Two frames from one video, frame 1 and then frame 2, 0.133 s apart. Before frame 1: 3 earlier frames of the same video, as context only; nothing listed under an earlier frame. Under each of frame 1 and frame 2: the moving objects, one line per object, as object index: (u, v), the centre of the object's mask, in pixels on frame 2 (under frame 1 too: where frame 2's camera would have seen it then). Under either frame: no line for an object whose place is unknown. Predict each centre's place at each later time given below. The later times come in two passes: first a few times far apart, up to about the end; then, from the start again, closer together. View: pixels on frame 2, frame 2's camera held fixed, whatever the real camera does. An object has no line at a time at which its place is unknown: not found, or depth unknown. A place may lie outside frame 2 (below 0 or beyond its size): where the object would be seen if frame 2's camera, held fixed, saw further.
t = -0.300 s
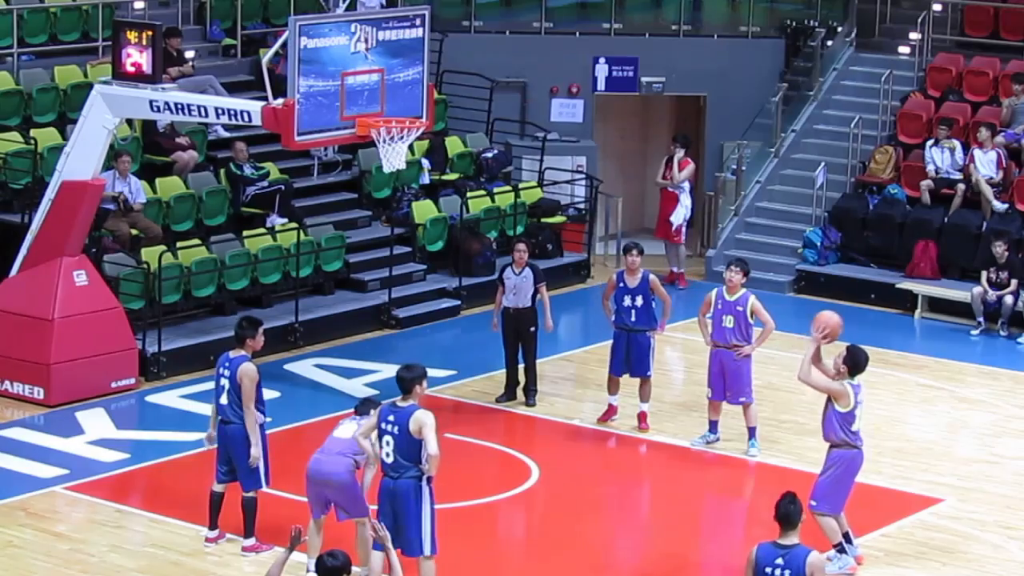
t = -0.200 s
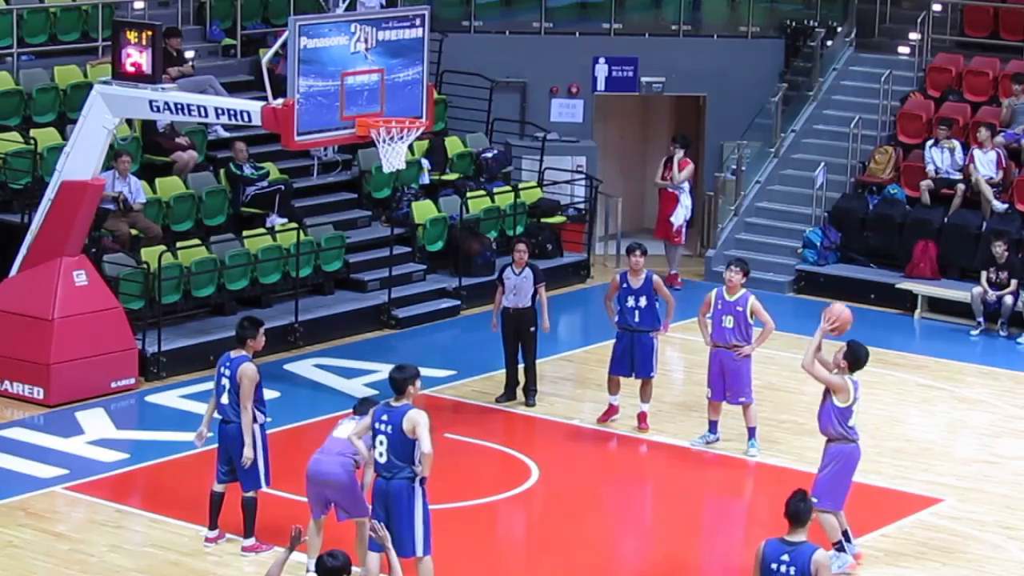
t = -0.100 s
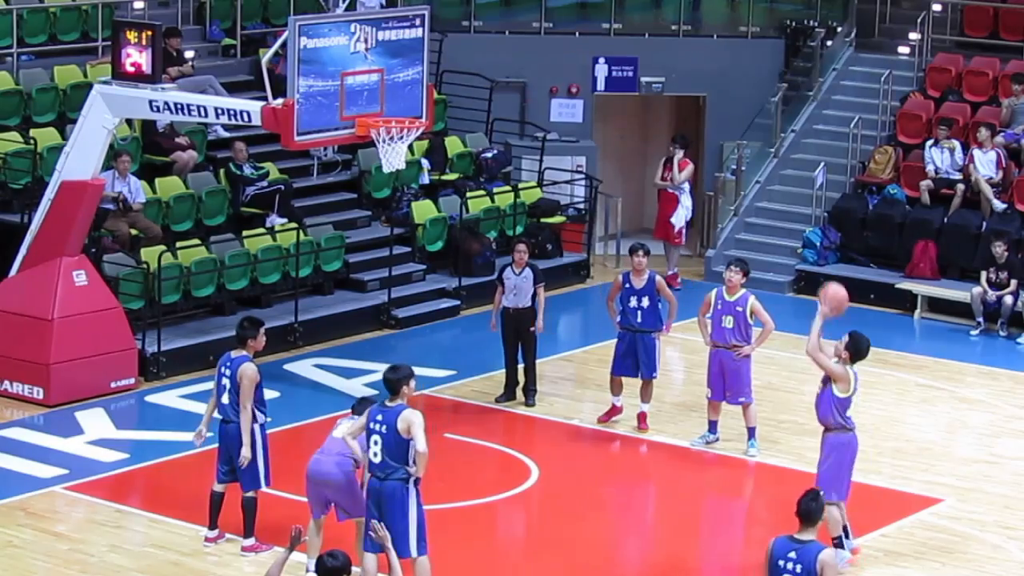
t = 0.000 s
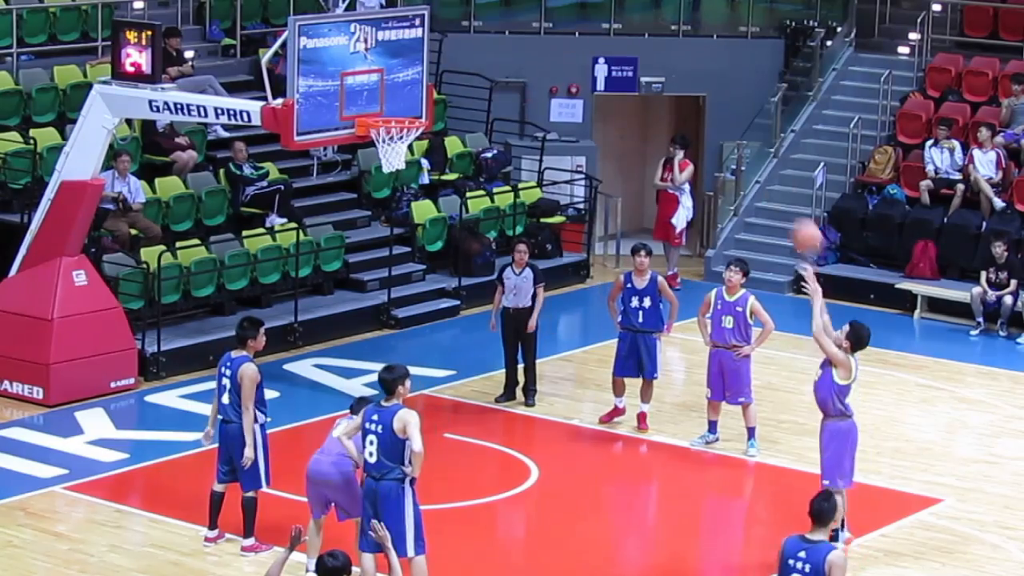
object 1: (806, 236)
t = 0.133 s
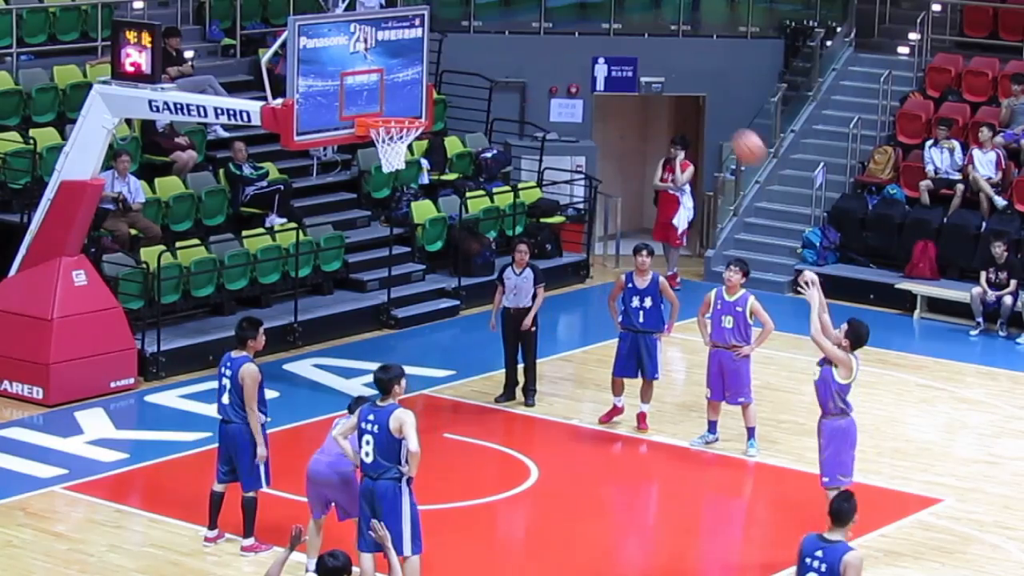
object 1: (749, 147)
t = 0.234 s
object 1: (706, 96)
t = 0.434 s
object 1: (621, 30)
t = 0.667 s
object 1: (526, 17)
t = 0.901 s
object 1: (435, 66)
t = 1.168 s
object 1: (403, 183)
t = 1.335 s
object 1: (431, 279)
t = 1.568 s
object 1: (463, 447)
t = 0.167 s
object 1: (734, 128)
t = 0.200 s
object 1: (720, 111)
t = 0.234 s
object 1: (706, 96)
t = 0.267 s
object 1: (692, 81)
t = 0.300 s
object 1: (678, 68)
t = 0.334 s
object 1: (664, 57)
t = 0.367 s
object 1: (650, 46)
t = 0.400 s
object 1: (636, 37)
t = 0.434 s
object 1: (621, 30)
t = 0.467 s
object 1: (608, 24)
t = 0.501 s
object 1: (594, 19)
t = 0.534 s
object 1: (580, 16)
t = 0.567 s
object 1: (567, 15)
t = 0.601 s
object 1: (554, 14)
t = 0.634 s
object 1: (539, 15)
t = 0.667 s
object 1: (526, 17)
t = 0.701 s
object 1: (513, 20)
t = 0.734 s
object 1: (499, 24)
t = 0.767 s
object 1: (487, 30)
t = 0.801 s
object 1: (473, 37)
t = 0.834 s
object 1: (460, 45)
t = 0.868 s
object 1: (448, 54)
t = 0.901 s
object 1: (435, 66)
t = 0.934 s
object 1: (423, 77)
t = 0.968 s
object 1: (408, 91)
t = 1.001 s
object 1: (397, 104)
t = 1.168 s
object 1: (403, 183)
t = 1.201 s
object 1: (408, 199)
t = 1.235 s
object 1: (413, 218)
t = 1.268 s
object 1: (420, 237)
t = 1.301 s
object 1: (425, 257)
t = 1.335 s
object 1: (431, 279)
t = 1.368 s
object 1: (436, 303)
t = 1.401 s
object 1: (440, 324)
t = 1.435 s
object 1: (446, 349)
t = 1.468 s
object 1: (450, 373)
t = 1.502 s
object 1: (456, 397)
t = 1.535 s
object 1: (459, 426)
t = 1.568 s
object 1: (463, 447)
